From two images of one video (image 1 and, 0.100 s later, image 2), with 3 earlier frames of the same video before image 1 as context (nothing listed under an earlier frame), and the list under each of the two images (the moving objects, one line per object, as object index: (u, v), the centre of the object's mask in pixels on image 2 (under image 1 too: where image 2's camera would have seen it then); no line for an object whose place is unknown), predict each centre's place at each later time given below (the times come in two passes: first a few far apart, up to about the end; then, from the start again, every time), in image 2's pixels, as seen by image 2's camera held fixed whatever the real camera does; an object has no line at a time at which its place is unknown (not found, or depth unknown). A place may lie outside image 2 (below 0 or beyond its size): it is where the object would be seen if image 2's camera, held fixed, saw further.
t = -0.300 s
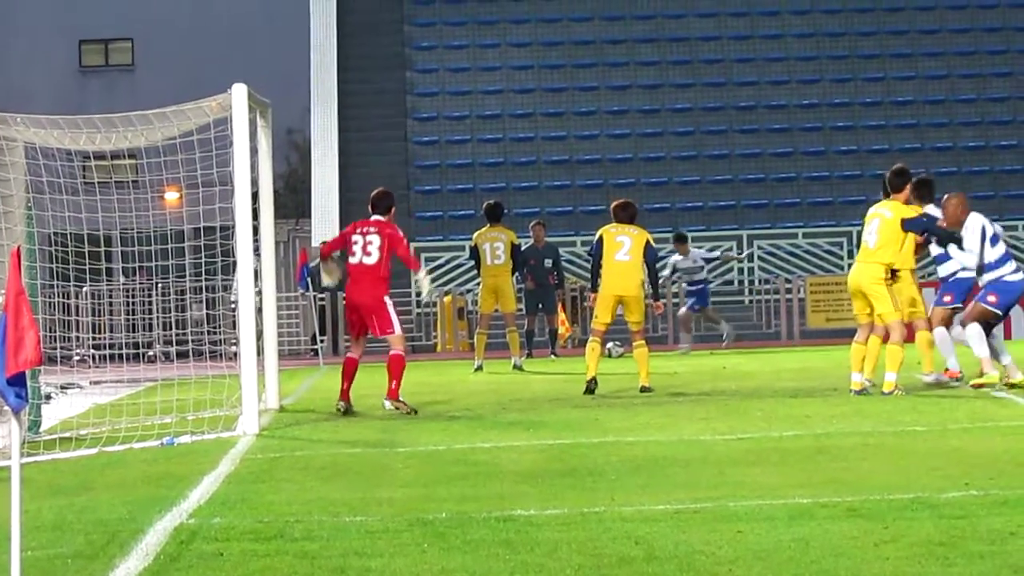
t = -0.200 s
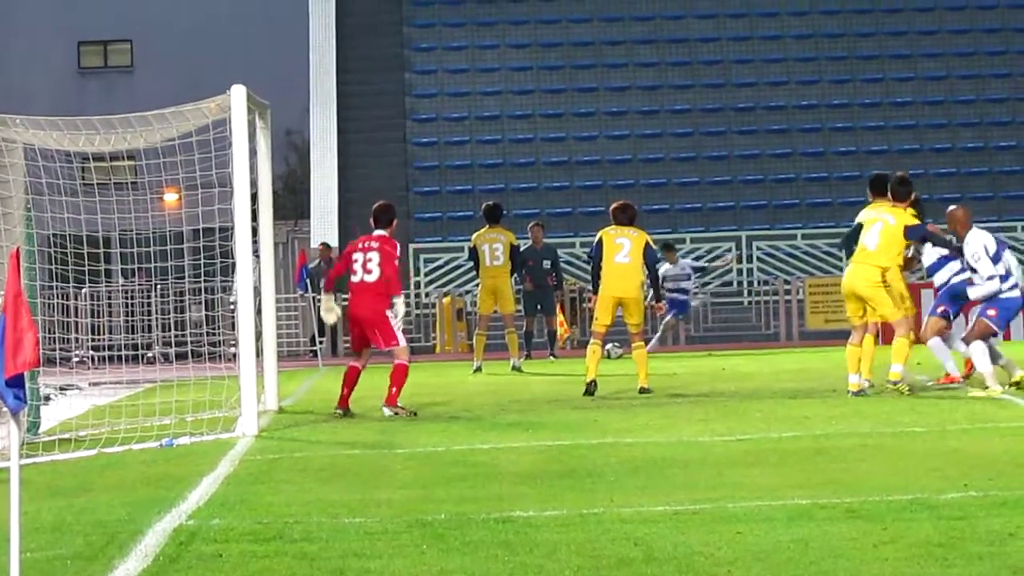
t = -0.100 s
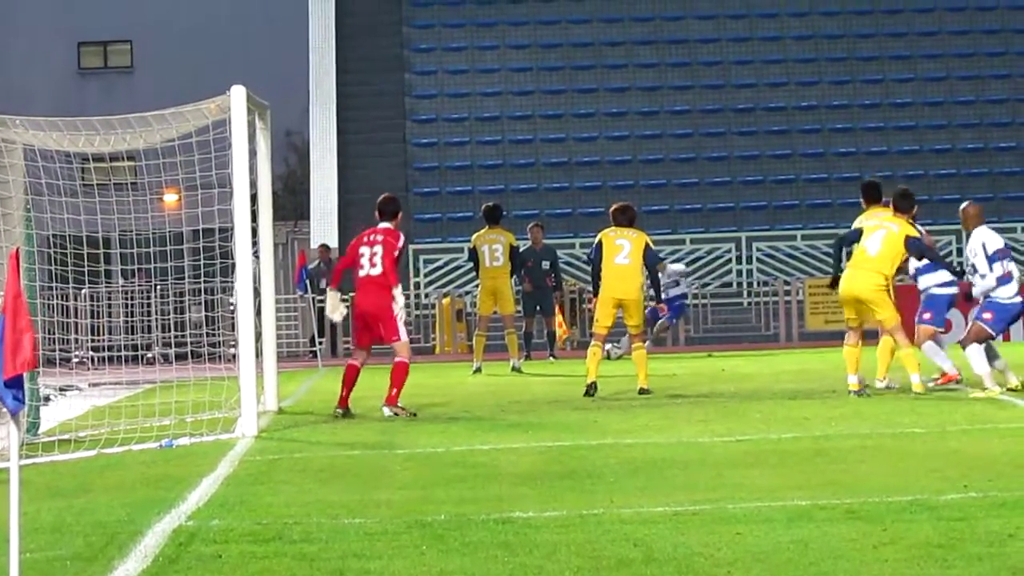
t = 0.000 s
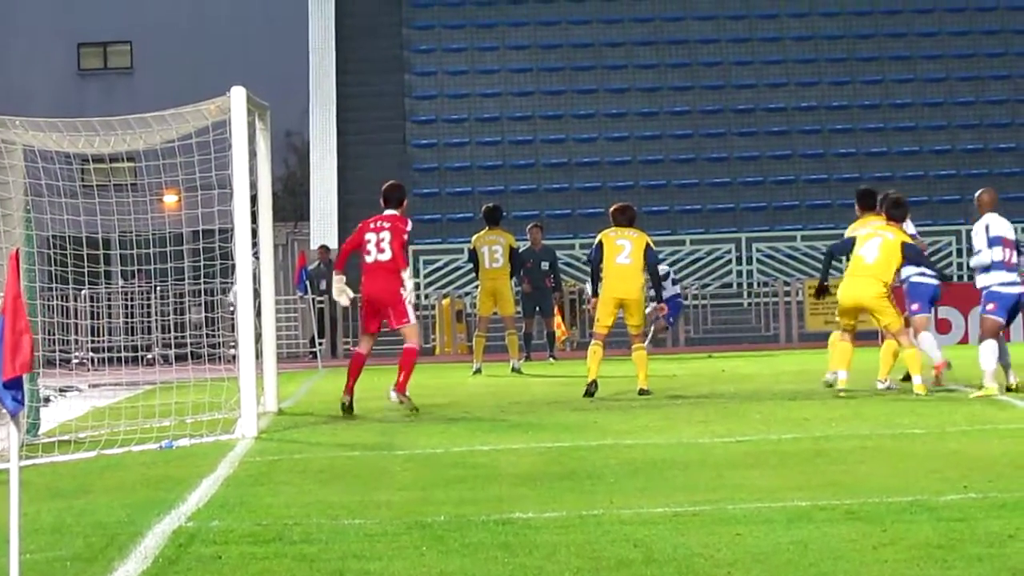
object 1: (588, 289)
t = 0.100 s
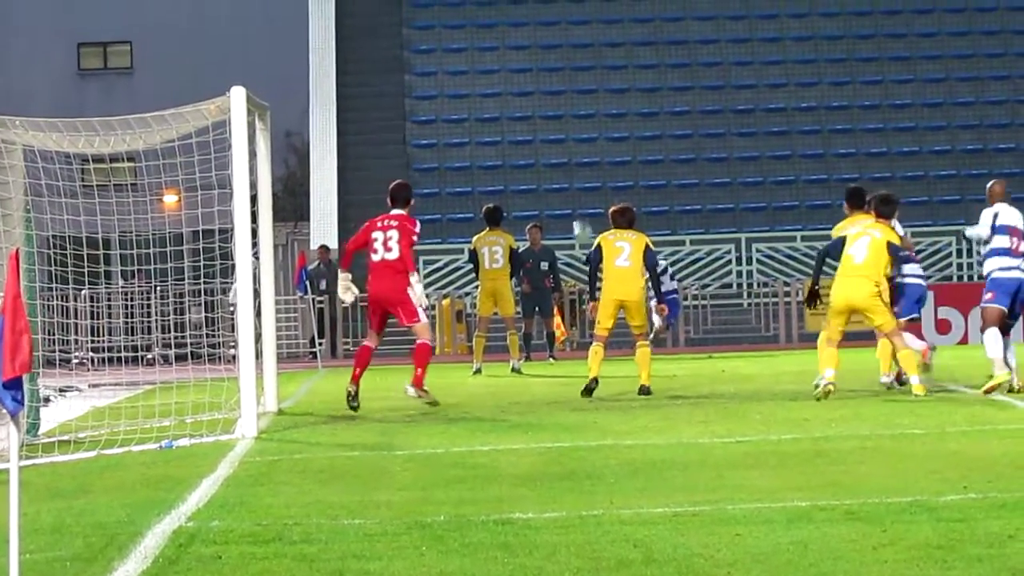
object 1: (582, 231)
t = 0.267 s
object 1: (579, 147)
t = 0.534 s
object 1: (616, 47)
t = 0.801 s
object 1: (697, 10)
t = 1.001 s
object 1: (788, 24)
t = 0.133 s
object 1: (580, 213)
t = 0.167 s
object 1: (578, 195)
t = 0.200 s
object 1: (578, 178)
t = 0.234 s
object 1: (578, 163)
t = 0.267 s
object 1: (579, 147)
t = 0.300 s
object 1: (582, 132)
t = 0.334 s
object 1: (584, 116)
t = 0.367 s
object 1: (588, 103)
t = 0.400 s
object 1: (593, 90)
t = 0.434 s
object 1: (597, 79)
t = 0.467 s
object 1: (603, 68)
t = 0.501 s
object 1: (609, 57)
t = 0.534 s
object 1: (616, 47)
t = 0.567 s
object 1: (623, 39)
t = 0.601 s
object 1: (632, 32)
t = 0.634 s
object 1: (641, 26)
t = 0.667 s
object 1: (651, 21)
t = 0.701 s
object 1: (662, 16)
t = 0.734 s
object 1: (673, 14)
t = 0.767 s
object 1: (685, 11)
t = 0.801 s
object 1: (697, 10)
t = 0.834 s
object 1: (711, 10)
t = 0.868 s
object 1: (724, 10)
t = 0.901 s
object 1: (738, 11)
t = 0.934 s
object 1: (754, 14)
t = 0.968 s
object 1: (771, 19)
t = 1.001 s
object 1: (788, 24)
